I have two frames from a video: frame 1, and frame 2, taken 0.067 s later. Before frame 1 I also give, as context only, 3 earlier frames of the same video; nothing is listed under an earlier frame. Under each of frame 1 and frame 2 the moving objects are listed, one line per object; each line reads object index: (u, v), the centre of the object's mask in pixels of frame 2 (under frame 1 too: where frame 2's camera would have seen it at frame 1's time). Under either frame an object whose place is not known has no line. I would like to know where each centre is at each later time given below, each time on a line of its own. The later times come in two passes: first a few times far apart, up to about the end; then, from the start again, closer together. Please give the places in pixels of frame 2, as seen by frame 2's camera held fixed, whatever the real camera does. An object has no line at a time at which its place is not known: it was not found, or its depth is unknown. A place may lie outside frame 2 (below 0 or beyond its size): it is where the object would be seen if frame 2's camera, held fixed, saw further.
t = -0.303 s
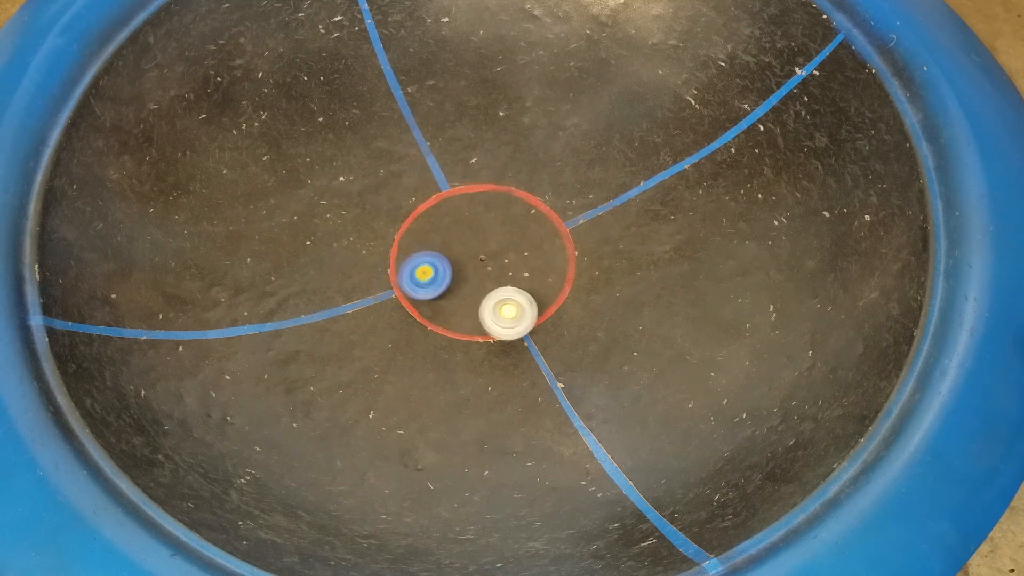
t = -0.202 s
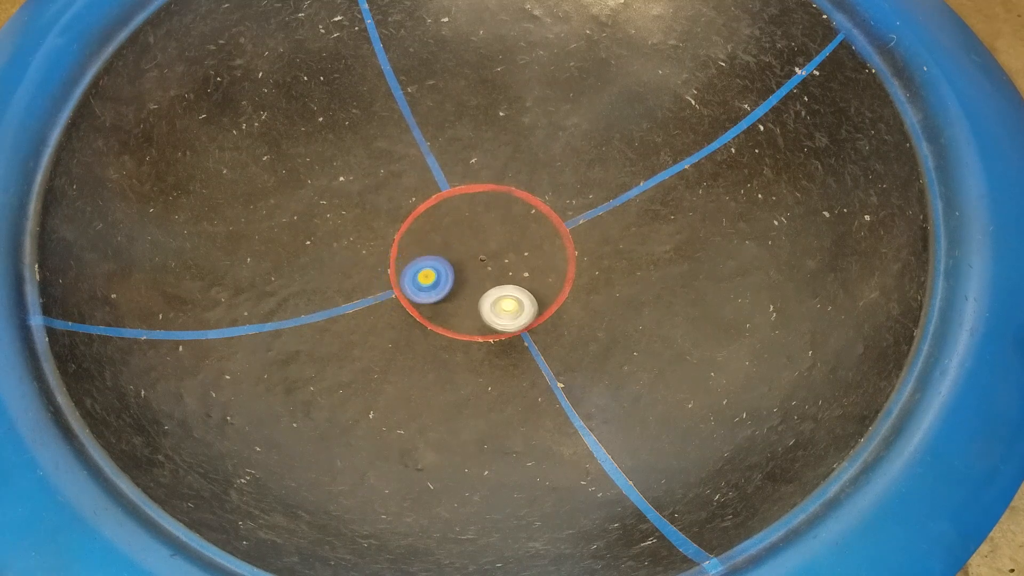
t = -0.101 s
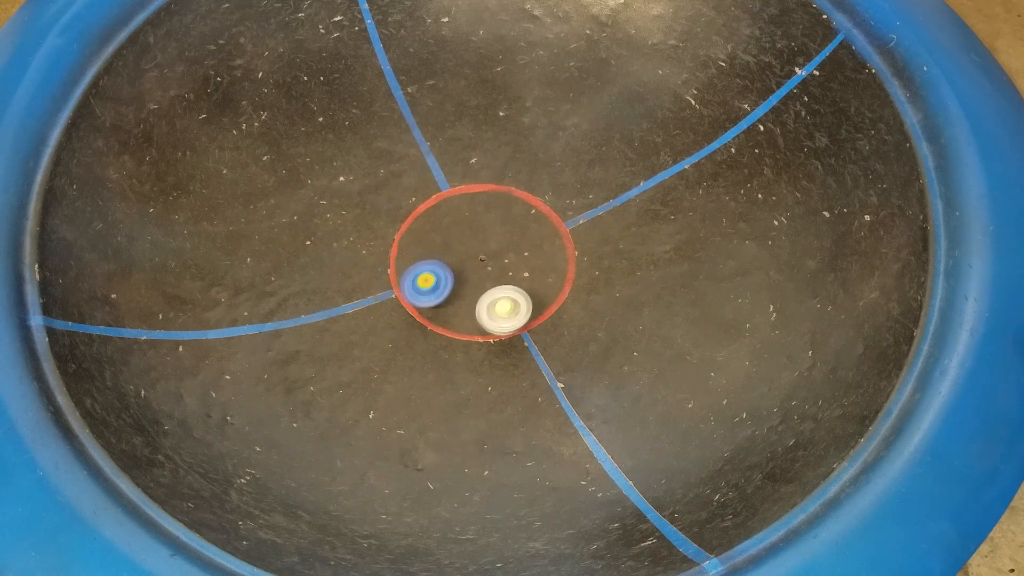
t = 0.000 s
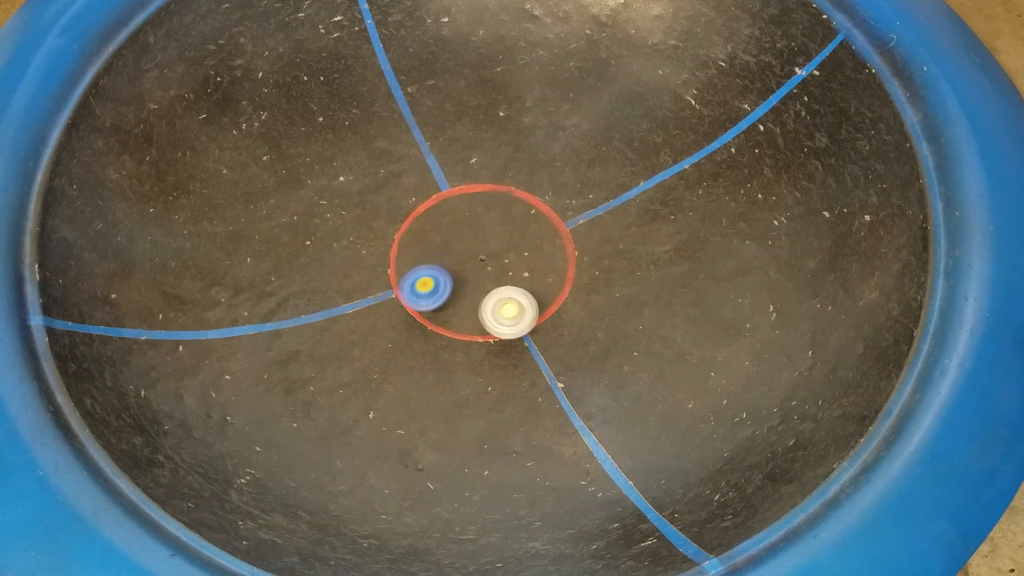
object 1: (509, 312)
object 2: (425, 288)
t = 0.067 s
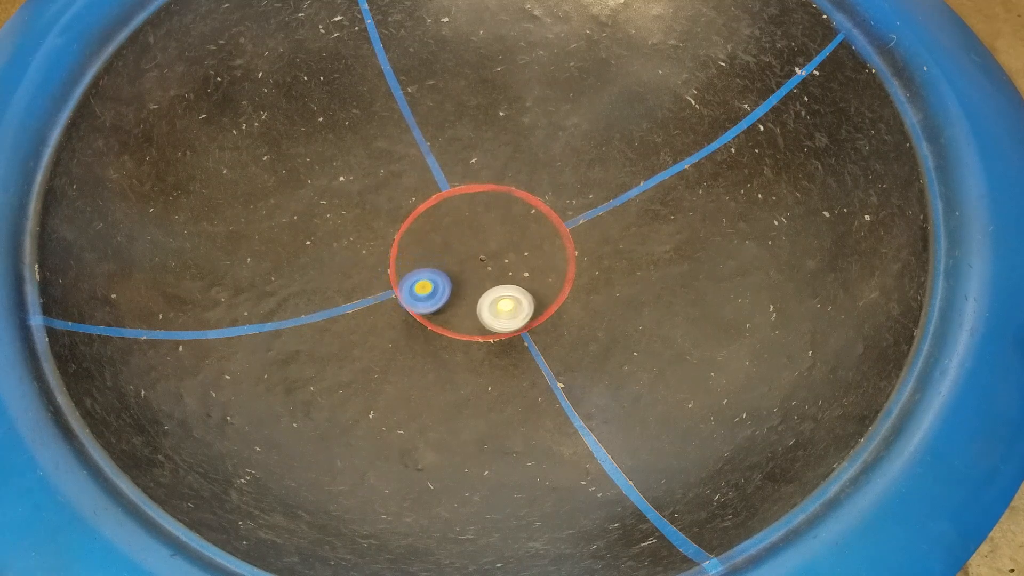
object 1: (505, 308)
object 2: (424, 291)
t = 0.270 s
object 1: (511, 310)
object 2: (417, 299)
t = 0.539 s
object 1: (504, 309)
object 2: (405, 302)
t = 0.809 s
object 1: (507, 314)
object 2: (401, 294)
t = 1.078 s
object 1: (510, 308)
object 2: (404, 285)
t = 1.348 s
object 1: (504, 314)
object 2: (414, 281)
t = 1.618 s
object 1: (509, 307)
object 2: (419, 289)
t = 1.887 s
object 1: (510, 313)
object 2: (417, 301)
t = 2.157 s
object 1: (503, 310)
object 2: (412, 310)
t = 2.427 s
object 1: (506, 309)
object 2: (406, 314)
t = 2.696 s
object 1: (509, 309)
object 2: (409, 311)
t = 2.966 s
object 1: (509, 313)
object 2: (415, 309)
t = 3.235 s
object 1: (508, 315)
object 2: (425, 314)
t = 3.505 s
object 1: (506, 314)
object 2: (430, 324)
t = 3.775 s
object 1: (504, 315)
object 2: (429, 332)
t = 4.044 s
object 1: (502, 311)
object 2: (431, 340)
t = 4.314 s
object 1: (502, 312)
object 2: (442, 339)
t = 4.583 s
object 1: (503, 314)
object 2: (448, 337)
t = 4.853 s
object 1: (504, 315)
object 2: (453, 345)
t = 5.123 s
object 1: (507, 316)
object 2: (457, 341)
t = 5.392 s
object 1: (508, 314)
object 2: (458, 343)
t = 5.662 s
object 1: (501, 314)
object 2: (457, 345)
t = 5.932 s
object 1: (500, 313)
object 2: (455, 344)
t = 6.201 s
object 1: (503, 314)
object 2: (455, 343)
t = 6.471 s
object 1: (514, 316)
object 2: (457, 343)
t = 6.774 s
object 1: (510, 313)
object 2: (458, 344)
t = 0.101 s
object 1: (510, 308)
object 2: (423, 292)
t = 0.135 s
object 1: (511, 312)
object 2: (421, 293)
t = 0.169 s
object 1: (508, 313)
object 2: (420, 294)
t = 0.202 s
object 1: (505, 310)
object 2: (419, 296)
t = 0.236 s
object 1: (507, 308)
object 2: (418, 298)
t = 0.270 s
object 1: (511, 310)
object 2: (417, 299)
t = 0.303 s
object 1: (510, 314)
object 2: (415, 300)
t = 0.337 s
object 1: (505, 313)
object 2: (414, 301)
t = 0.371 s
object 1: (504, 309)
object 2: (413, 302)
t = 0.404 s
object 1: (508, 308)
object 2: (412, 302)
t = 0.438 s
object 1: (511, 312)
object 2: (410, 303)
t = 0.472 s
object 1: (508, 314)
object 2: (408, 302)
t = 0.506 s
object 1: (504, 312)
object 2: (407, 302)
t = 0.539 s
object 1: (504, 309)
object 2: (405, 302)
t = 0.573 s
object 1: (509, 309)
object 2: (404, 301)
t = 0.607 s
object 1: (510, 312)
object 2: (404, 301)
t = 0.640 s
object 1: (507, 313)
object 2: (403, 299)
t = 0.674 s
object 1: (503, 312)
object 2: (403, 299)
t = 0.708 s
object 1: (505, 308)
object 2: (402, 297)
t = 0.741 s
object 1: (510, 309)
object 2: (401, 296)
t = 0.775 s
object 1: (511, 312)
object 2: (401, 295)
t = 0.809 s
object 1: (507, 314)
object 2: (401, 294)
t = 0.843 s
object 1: (504, 311)
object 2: (401, 293)
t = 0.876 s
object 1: (506, 308)
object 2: (401, 292)
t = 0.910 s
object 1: (511, 309)
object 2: (401, 291)
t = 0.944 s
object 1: (511, 312)
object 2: (401, 290)
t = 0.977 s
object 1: (507, 314)
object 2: (401, 289)
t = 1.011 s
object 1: (504, 311)
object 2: (402, 288)
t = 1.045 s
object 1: (506, 308)
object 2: (402, 287)
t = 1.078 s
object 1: (510, 308)
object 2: (404, 285)
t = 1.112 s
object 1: (512, 313)
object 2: (405, 285)
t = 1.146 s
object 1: (508, 315)
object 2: (406, 284)
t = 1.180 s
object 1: (504, 312)
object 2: (408, 283)
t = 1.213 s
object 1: (505, 308)
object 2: (409, 282)
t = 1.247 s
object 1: (510, 308)
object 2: (410, 281)
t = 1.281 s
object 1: (512, 313)
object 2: (411, 281)
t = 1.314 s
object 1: (508, 315)
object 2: (413, 281)
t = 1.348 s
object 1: (504, 314)
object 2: (414, 281)
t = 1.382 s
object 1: (503, 310)
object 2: (415, 281)
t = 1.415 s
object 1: (506, 307)
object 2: (416, 282)
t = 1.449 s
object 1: (511, 308)
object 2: (416, 282)
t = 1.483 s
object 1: (511, 313)
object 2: (417, 283)
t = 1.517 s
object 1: (508, 314)
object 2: (418, 285)
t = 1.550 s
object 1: (504, 311)
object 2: (418, 286)
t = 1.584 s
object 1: (505, 307)
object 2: (419, 288)
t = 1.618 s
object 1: (509, 307)
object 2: (419, 289)
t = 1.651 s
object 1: (512, 309)
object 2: (420, 290)
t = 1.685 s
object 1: (511, 312)
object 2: (419, 291)
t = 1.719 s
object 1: (508, 313)
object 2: (419, 293)
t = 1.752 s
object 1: (504, 311)
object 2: (419, 294)
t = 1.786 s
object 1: (505, 308)
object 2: (418, 296)
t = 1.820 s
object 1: (509, 308)
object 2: (418, 298)
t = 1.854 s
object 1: (512, 310)
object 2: (417, 299)
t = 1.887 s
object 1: (510, 313)
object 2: (417, 301)
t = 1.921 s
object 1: (507, 313)
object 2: (416, 302)
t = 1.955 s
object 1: (504, 311)
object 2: (416, 304)
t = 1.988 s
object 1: (506, 308)
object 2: (415, 305)
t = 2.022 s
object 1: (510, 308)
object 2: (416, 306)
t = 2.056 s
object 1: (512, 311)
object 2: (415, 308)
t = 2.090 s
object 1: (510, 313)
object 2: (414, 308)
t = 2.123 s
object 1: (506, 313)
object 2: (413, 310)
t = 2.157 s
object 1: (503, 310)
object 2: (412, 310)
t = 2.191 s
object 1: (505, 307)
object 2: (412, 311)
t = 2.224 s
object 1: (508, 307)
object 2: (411, 312)
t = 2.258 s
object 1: (511, 310)
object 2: (410, 313)
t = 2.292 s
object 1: (508, 314)
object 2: (409, 313)
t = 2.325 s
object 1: (504, 315)
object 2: (409, 313)
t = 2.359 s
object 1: (503, 313)
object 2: (407, 314)
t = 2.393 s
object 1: (503, 311)
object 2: (406, 314)
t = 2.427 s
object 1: (506, 309)
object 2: (406, 314)
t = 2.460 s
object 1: (509, 309)
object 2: (405, 314)
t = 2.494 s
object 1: (511, 311)
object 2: (406, 314)
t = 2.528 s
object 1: (509, 313)
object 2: (405, 313)
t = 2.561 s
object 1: (506, 314)
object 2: (406, 313)
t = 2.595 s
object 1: (503, 311)
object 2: (406, 313)
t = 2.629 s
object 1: (504, 307)
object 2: (407, 312)
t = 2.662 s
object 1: (508, 307)
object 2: (408, 312)
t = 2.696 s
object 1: (509, 309)
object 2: (409, 311)
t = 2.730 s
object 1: (508, 312)
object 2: (410, 311)
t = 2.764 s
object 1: (505, 313)
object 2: (410, 310)
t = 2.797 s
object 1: (503, 312)
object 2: (411, 308)
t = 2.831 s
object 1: (503, 309)
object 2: (412, 308)
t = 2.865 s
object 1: (506, 307)
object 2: (412, 308)
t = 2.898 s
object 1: (510, 308)
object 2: (413, 308)
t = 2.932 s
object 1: (512, 310)
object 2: (415, 308)
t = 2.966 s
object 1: (509, 313)
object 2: (415, 309)
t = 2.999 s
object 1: (506, 313)
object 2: (417, 308)
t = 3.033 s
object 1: (504, 311)
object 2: (419, 309)
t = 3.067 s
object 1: (503, 308)
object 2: (420, 309)
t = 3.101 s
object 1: (507, 307)
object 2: (421, 310)
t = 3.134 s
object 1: (511, 307)
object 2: (422, 312)
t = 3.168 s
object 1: (512, 309)
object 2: (423, 312)
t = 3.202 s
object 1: (511, 312)
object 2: (425, 313)
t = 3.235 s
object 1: (508, 315)
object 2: (425, 314)
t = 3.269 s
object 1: (504, 315)
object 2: (426, 315)
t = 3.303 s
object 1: (503, 312)
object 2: (428, 317)
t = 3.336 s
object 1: (504, 309)
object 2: (429, 318)
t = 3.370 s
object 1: (507, 307)
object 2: (430, 319)
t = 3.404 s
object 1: (510, 308)
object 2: (430, 320)
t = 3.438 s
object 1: (512, 311)
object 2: (430, 321)
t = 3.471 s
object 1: (510, 314)
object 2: (430, 323)
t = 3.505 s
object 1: (506, 314)
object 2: (430, 324)
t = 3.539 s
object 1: (503, 312)
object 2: (431, 325)
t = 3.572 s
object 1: (502, 309)
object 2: (431, 326)
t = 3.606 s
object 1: (505, 307)
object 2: (430, 327)
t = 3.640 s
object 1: (509, 307)
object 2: (430, 328)
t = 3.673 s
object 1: (512, 310)
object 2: (431, 329)
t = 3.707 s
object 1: (511, 314)
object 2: (431, 330)
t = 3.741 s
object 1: (507, 316)
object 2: (430, 332)
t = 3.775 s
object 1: (504, 315)
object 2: (429, 332)
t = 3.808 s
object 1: (502, 311)
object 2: (429, 333)
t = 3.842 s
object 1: (504, 308)
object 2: (428, 334)
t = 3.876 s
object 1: (509, 307)
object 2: (428, 335)
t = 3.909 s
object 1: (512, 309)
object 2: (429, 337)
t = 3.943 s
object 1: (512, 312)
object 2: (429, 338)
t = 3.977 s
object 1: (508, 314)
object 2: (429, 339)
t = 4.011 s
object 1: (504, 314)
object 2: (430, 340)
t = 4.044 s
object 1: (502, 311)
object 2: (431, 340)
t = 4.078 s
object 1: (504, 308)
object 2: (433, 341)
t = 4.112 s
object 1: (508, 307)
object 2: (433, 341)
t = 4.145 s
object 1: (512, 308)
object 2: (435, 341)
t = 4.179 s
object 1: (512, 311)
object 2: (436, 341)
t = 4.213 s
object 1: (510, 313)
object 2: (438, 340)
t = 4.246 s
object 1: (507, 314)
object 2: (440, 341)
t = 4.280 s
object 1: (504, 314)
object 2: (441, 340)
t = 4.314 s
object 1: (502, 312)
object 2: (442, 339)
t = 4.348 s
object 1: (502, 309)
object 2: (442, 339)
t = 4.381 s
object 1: (506, 307)
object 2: (443, 338)
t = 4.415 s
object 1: (510, 308)
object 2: (444, 337)
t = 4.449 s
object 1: (512, 310)
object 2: (446, 336)
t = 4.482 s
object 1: (511, 313)
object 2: (446, 336)
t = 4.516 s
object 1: (509, 315)
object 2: (447, 336)
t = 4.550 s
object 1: (505, 315)
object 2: (448, 336)
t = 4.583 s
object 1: (503, 314)
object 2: (448, 337)
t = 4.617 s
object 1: (502, 310)
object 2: (450, 337)
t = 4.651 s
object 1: (504, 308)
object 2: (451, 337)
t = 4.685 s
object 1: (508, 307)
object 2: (451, 339)
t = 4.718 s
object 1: (512, 308)
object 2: (451, 339)
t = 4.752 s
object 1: (512, 311)
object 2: (452, 341)
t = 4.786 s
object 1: (510, 315)
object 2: (452, 342)
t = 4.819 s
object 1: (507, 316)
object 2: (452, 344)
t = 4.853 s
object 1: (504, 315)
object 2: (453, 345)
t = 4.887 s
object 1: (502, 313)
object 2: (454, 345)
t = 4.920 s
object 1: (502, 310)
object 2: (457, 344)
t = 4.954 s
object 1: (504, 308)
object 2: (458, 344)
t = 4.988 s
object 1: (508, 307)
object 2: (458, 343)
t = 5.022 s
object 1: (511, 308)
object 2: (458, 343)
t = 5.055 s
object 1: (512, 311)
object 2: (458, 342)
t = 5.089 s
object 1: (511, 315)
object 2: (459, 342)
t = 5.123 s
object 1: (507, 316)
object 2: (457, 341)
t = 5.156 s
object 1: (503, 315)
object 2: (456, 341)
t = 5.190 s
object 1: (502, 311)
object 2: (455, 341)
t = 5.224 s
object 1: (503, 308)
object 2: (455, 343)
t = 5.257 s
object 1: (507, 307)
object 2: (456, 343)
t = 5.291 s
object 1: (511, 307)
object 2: (458, 342)
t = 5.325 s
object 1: (513, 310)
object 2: (457, 342)
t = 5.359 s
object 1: (512, 313)
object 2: (457, 342)
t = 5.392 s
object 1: (508, 314)
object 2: (458, 343)
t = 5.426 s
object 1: (503, 313)
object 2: (458, 343)
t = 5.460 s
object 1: (501, 311)
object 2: (458, 343)
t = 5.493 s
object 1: (505, 310)
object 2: (458, 343)
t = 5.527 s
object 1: (510, 310)
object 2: (459, 343)
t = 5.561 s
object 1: (512, 313)
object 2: (459, 344)
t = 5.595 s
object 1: (509, 315)
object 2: (458, 344)
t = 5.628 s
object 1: (505, 315)
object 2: (459, 345)
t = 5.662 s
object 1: (501, 314)
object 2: (457, 345)
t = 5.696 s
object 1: (503, 312)
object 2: (458, 345)
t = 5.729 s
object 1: (507, 312)
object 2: (458, 345)
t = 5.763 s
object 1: (512, 315)
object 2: (457, 345)
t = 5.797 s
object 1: (512, 320)
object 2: (457, 345)
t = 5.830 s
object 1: (508, 322)
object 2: (456, 345)
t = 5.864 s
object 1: (503, 322)
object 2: (456, 345)
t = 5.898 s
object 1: (499, 318)
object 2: (456, 345)
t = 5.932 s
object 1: (500, 313)
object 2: (455, 344)
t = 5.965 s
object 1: (502, 311)
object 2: (456, 345)
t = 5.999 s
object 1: (505, 309)
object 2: (455, 344)
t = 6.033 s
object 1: (510, 306)
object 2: (455, 344)
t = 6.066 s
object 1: (511, 307)
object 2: (455, 344)
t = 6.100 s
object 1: (510, 310)
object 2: (455, 344)
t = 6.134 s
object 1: (507, 313)
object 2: (455, 344)
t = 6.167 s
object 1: (505, 315)
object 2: (455, 343)
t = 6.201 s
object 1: (503, 314)
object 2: (455, 343)
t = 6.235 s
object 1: (503, 312)
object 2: (455, 343)
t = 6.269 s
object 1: (505, 310)
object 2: (456, 342)
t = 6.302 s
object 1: (506, 309)
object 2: (456, 343)
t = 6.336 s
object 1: (509, 309)
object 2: (456, 342)
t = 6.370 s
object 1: (511, 309)
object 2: (456, 342)
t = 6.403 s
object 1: (512, 310)
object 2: (456, 343)
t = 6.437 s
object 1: (514, 312)
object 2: (457, 342)
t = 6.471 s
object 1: (514, 316)
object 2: (457, 343)
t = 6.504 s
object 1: (512, 320)
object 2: (457, 343)
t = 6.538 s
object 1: (509, 320)
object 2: (457, 343)
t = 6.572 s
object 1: (506, 317)
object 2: (457, 343)
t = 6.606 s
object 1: (506, 313)
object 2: (458, 343)
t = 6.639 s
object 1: (508, 311)
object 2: (458, 344)
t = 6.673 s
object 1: (511, 310)
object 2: (458, 344)
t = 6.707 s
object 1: (511, 309)
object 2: (458, 344)
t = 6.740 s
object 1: (511, 311)
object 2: (457, 344)
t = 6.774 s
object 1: (510, 313)
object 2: (458, 344)
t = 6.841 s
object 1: (505, 312)
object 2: (457, 344)
